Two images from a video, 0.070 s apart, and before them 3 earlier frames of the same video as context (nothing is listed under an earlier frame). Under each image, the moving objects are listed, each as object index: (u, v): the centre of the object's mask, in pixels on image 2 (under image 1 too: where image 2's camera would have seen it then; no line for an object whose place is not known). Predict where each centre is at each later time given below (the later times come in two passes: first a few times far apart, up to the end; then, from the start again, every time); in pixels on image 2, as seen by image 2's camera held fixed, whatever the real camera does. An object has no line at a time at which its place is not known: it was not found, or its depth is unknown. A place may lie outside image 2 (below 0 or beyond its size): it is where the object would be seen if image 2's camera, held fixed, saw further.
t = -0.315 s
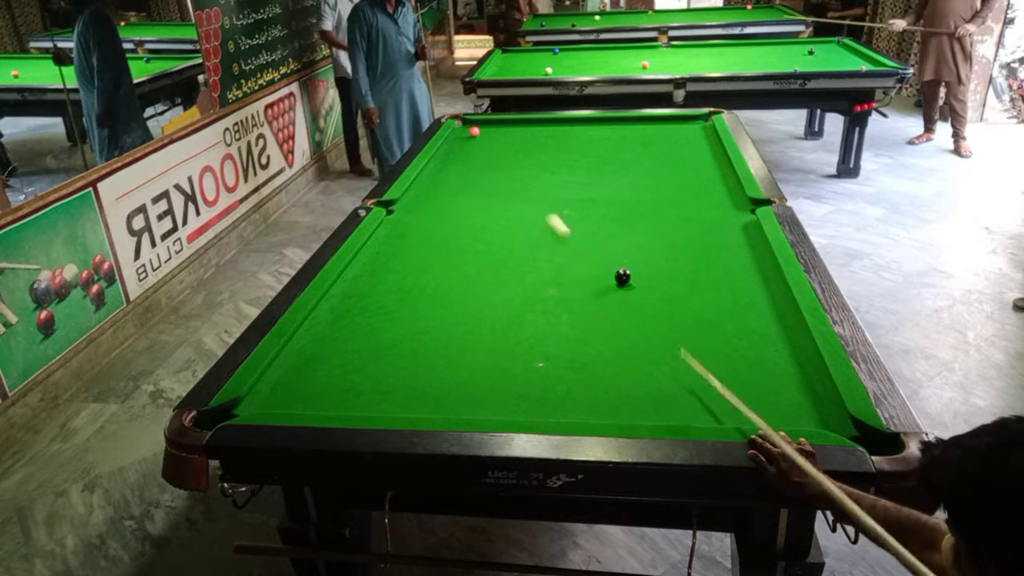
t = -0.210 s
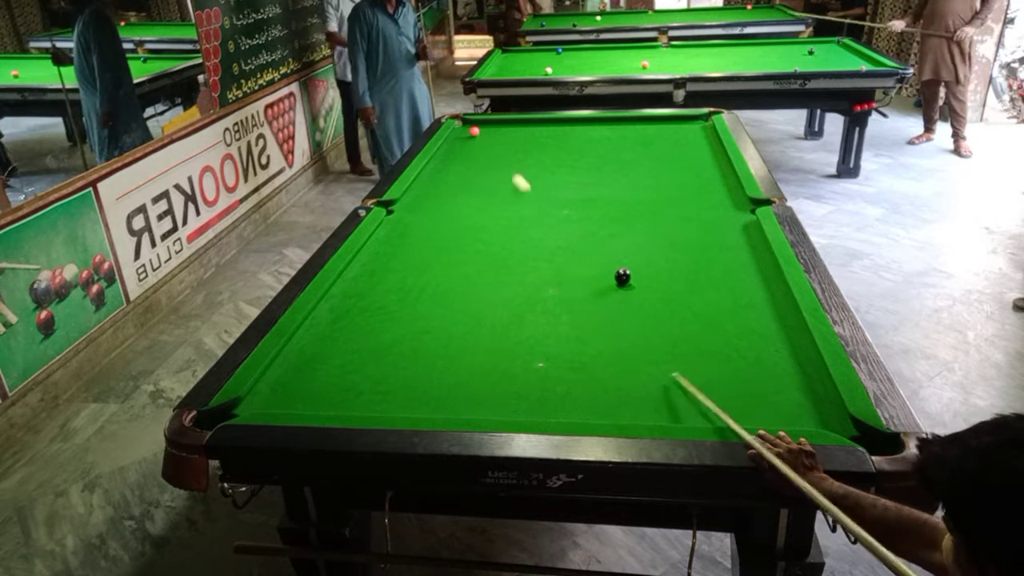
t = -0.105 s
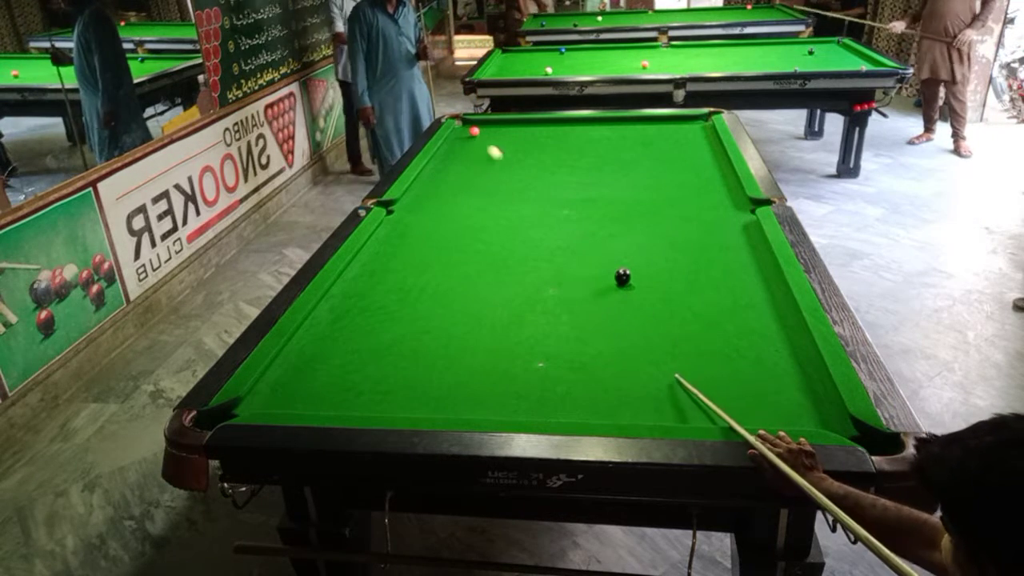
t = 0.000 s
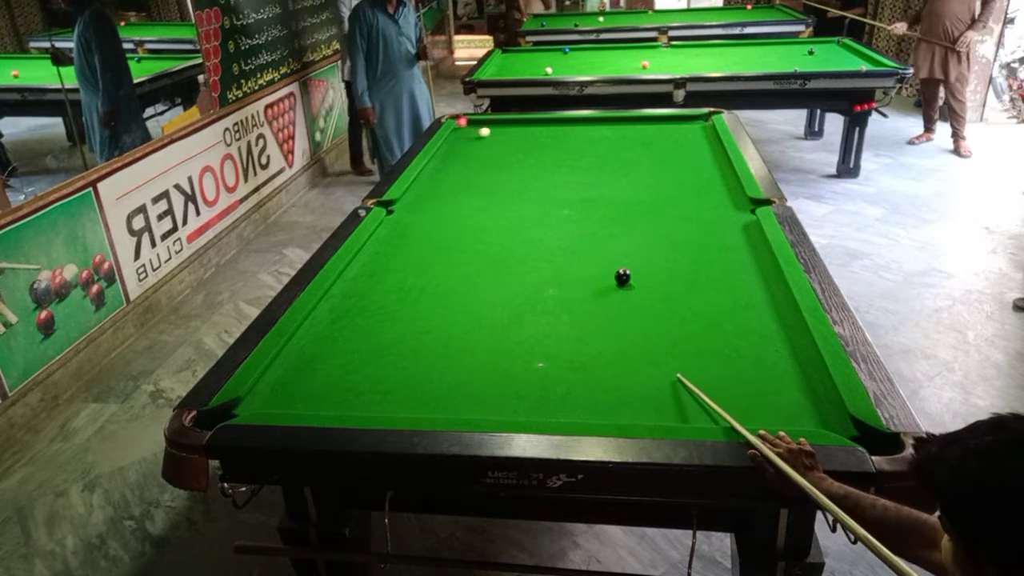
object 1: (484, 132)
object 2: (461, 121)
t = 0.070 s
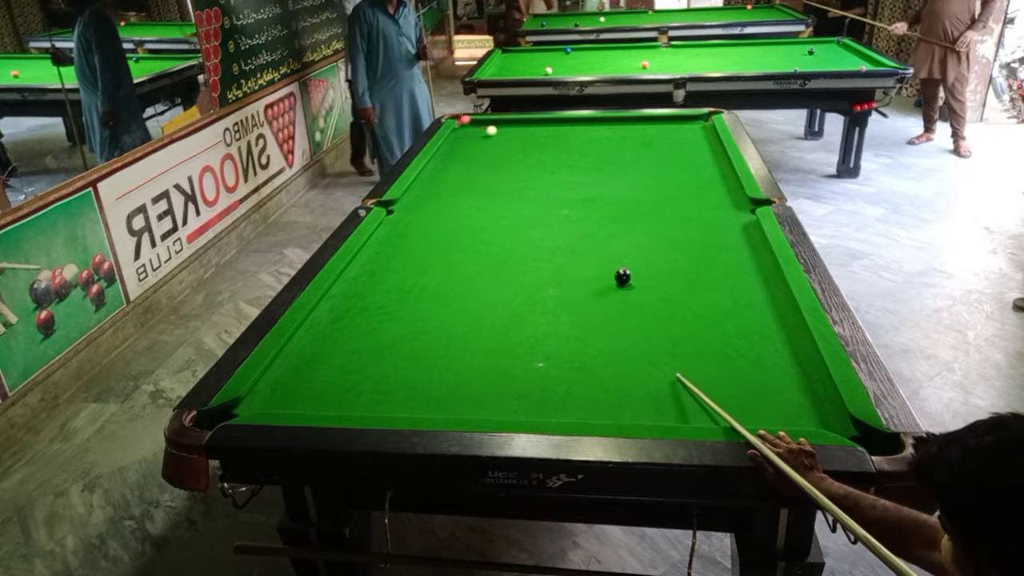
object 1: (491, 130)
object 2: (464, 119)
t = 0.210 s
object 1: (503, 128)
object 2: (469, 125)
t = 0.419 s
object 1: (519, 124)
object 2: (485, 129)
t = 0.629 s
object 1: (535, 121)
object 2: (502, 135)
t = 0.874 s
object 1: (549, 122)
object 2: (521, 141)
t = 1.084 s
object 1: (561, 124)
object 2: (541, 147)
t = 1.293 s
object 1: (571, 125)
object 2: (559, 153)
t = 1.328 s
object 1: (573, 125)
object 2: (561, 154)
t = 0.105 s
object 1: (494, 130)
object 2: (461, 120)
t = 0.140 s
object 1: (497, 129)
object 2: (462, 122)
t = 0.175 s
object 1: (500, 129)
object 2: (465, 124)
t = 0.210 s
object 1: (503, 128)
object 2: (469, 125)
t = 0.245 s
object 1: (505, 127)
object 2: (472, 126)
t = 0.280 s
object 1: (508, 127)
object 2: (474, 127)
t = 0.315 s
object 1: (511, 126)
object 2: (477, 127)
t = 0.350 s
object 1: (514, 125)
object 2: (480, 128)
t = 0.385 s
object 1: (517, 125)
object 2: (482, 128)
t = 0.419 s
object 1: (519, 124)
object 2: (485, 129)
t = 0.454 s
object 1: (522, 124)
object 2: (488, 130)
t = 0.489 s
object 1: (524, 123)
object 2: (491, 131)
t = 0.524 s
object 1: (527, 123)
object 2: (493, 132)
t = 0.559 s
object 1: (530, 122)
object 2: (496, 133)
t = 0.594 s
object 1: (532, 121)
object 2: (499, 134)
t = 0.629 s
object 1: (535, 121)
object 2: (502, 135)
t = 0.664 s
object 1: (537, 120)
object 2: (505, 135)
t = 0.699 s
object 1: (539, 120)
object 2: (508, 137)
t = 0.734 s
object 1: (541, 121)
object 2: (510, 137)
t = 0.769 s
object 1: (543, 121)
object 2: (513, 138)
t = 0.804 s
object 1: (545, 121)
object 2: (516, 139)
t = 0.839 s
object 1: (547, 121)
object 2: (519, 140)
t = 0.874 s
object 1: (549, 122)
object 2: (521, 141)
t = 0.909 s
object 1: (550, 122)
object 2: (524, 142)
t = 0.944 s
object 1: (552, 122)
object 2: (527, 143)
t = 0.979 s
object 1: (554, 123)
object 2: (530, 143)
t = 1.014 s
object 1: (558, 123)
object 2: (536, 145)
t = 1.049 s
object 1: (559, 123)
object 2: (539, 146)
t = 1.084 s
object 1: (561, 124)
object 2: (541, 147)
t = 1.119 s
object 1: (563, 124)
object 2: (544, 148)
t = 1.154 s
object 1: (565, 124)
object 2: (547, 149)
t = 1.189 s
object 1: (566, 124)
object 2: (550, 150)
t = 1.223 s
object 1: (568, 125)
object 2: (553, 151)
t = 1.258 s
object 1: (570, 125)
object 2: (556, 152)
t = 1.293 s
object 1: (571, 125)
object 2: (559, 153)
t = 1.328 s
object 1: (573, 125)
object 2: (561, 154)
